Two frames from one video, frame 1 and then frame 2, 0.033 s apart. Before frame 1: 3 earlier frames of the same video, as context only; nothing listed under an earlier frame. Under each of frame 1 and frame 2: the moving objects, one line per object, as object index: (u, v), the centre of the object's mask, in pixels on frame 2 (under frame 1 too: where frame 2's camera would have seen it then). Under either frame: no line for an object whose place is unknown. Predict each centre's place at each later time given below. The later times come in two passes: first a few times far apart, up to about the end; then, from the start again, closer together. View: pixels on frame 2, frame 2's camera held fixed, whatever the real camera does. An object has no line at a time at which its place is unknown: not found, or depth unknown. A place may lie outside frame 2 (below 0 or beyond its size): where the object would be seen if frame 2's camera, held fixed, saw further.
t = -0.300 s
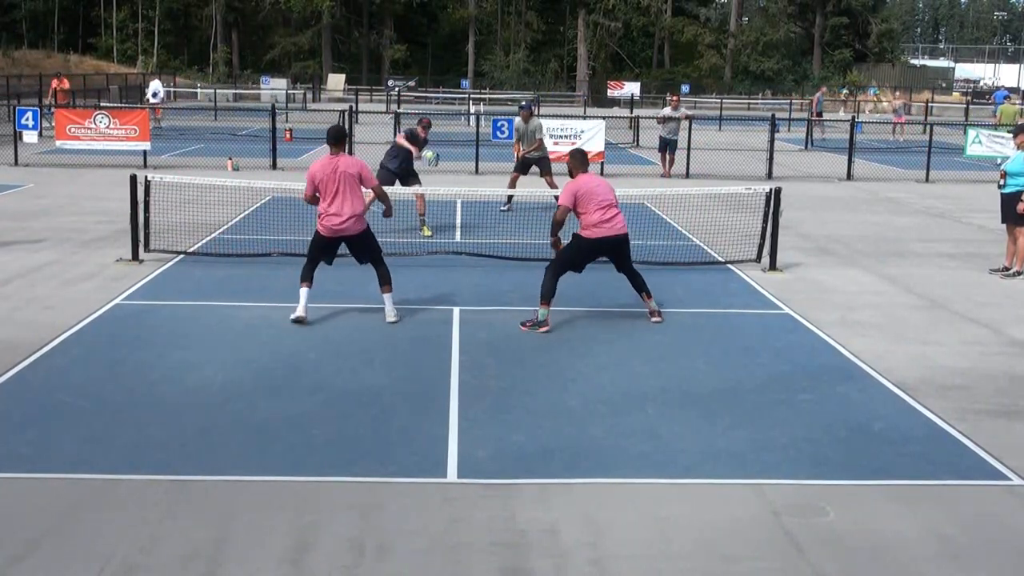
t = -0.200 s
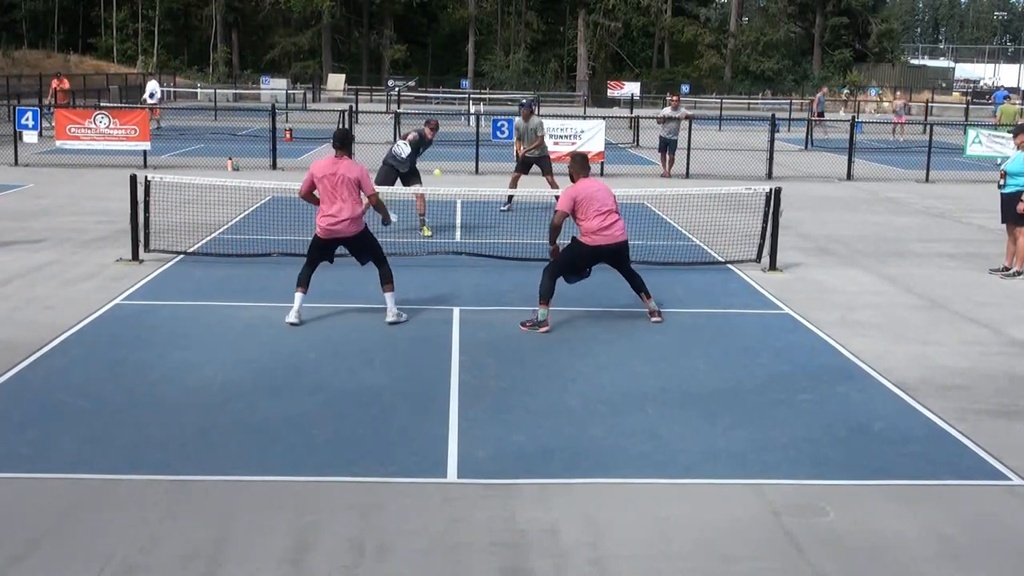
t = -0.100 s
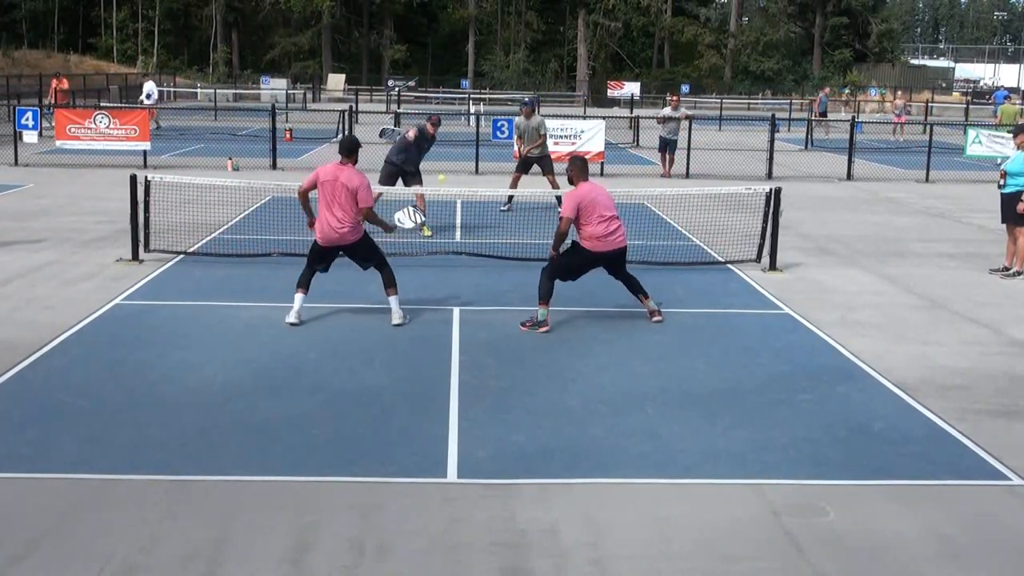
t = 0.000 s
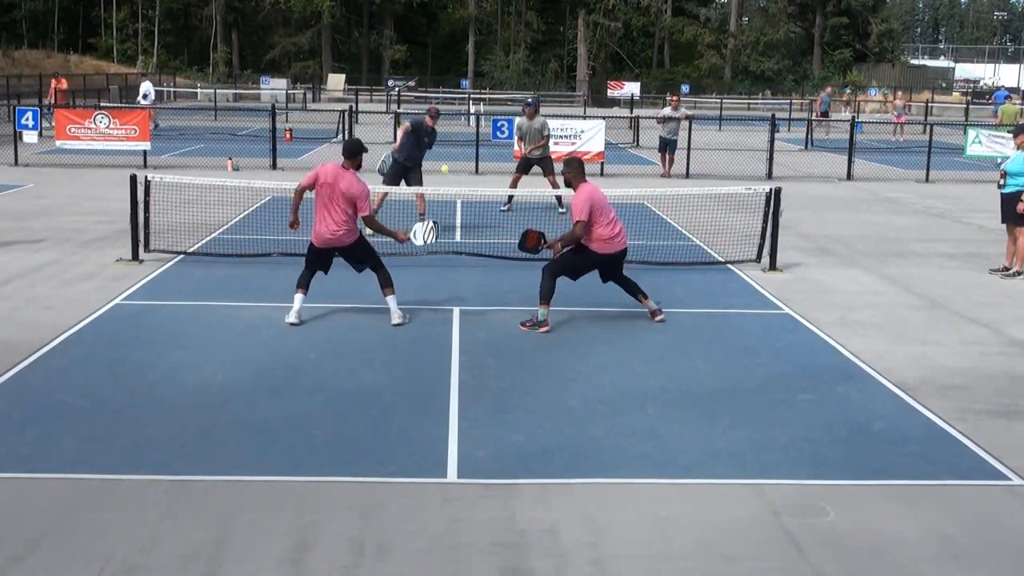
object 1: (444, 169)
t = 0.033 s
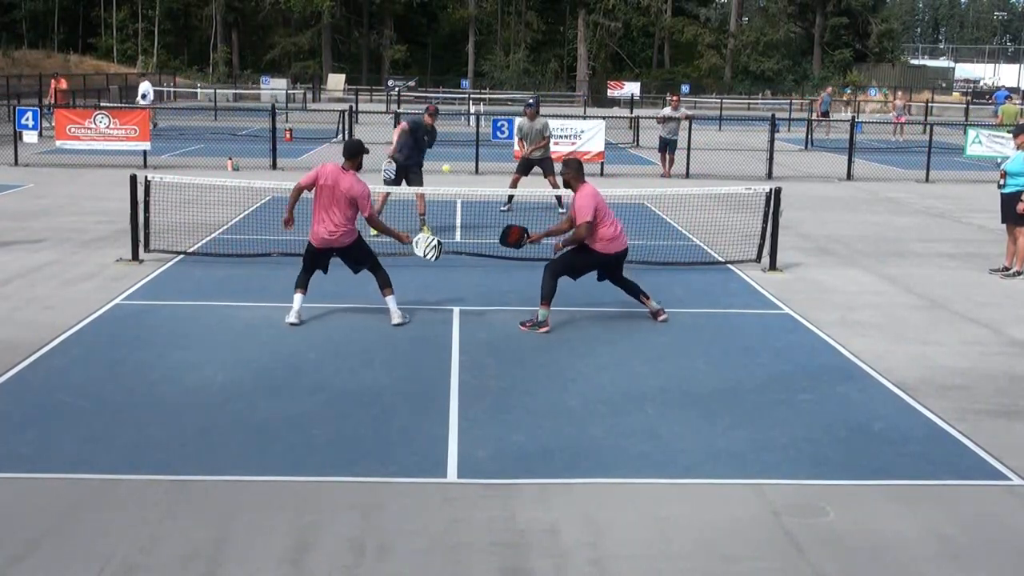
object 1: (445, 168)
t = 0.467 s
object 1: (468, 294)
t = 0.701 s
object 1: (488, 317)
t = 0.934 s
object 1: (514, 335)
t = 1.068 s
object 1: (532, 393)
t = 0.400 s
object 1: (464, 256)
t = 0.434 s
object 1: (466, 274)
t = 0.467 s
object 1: (468, 294)
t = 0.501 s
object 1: (470, 316)
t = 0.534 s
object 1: (472, 340)
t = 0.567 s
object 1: (475, 342)
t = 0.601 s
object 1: (478, 334)
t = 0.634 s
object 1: (481, 327)
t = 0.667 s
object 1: (484, 321)
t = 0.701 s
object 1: (488, 317)
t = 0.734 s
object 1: (491, 314)
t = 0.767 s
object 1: (494, 313)
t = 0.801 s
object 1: (498, 313)
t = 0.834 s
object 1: (502, 316)
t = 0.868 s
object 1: (506, 320)
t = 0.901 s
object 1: (510, 326)
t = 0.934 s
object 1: (514, 335)
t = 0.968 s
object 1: (518, 346)
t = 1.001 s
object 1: (522, 359)
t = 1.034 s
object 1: (527, 374)
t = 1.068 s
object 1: (532, 393)
